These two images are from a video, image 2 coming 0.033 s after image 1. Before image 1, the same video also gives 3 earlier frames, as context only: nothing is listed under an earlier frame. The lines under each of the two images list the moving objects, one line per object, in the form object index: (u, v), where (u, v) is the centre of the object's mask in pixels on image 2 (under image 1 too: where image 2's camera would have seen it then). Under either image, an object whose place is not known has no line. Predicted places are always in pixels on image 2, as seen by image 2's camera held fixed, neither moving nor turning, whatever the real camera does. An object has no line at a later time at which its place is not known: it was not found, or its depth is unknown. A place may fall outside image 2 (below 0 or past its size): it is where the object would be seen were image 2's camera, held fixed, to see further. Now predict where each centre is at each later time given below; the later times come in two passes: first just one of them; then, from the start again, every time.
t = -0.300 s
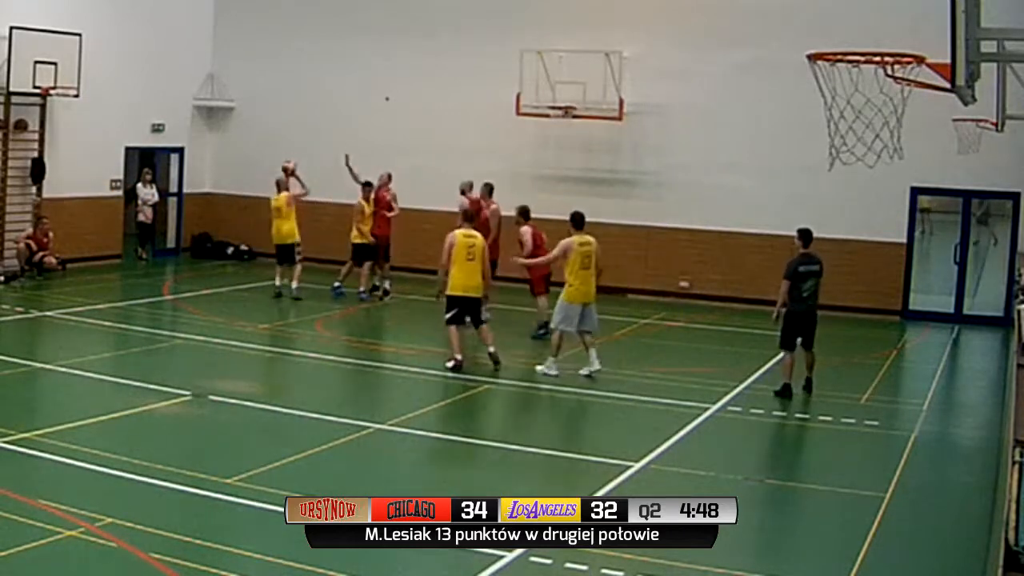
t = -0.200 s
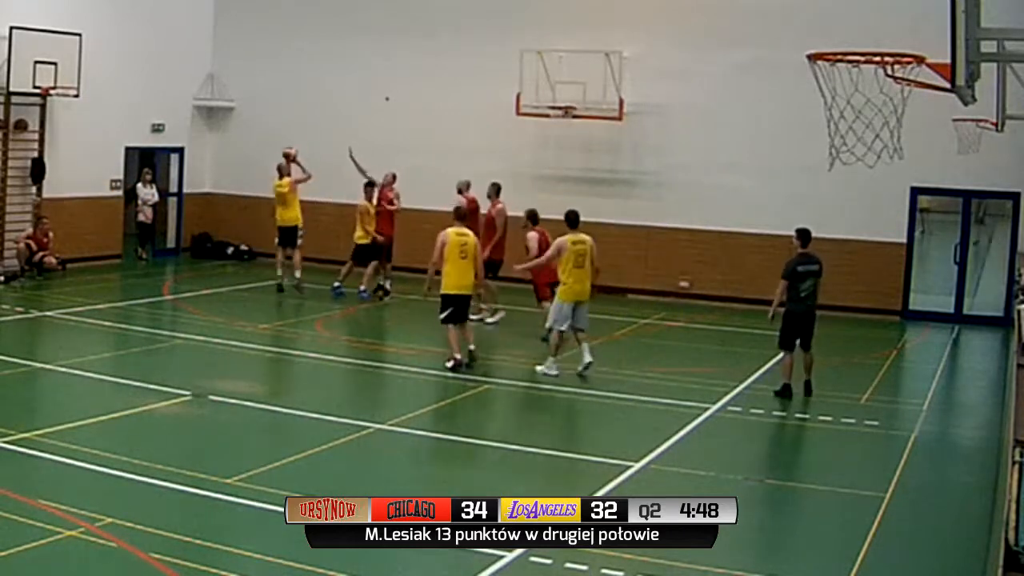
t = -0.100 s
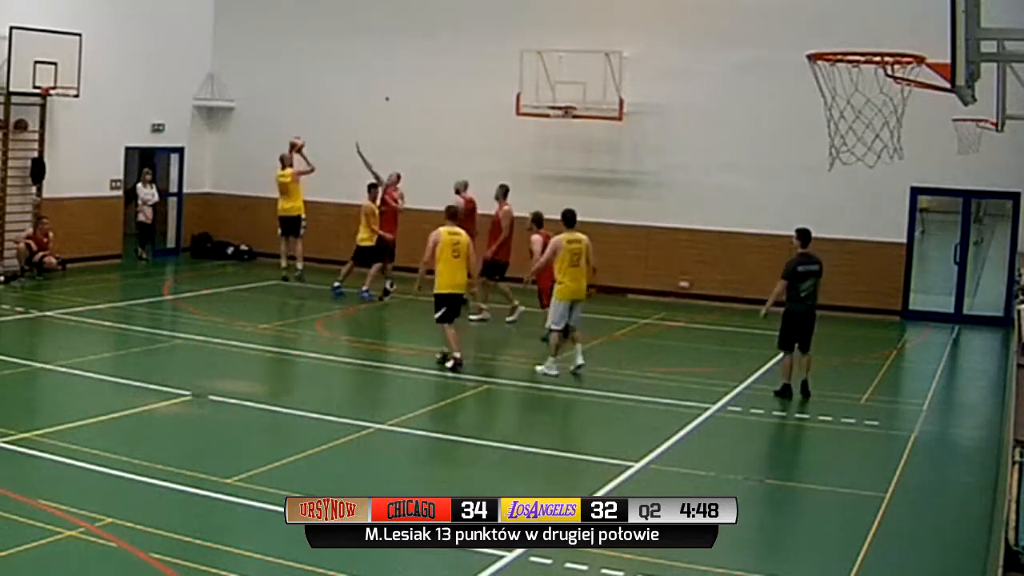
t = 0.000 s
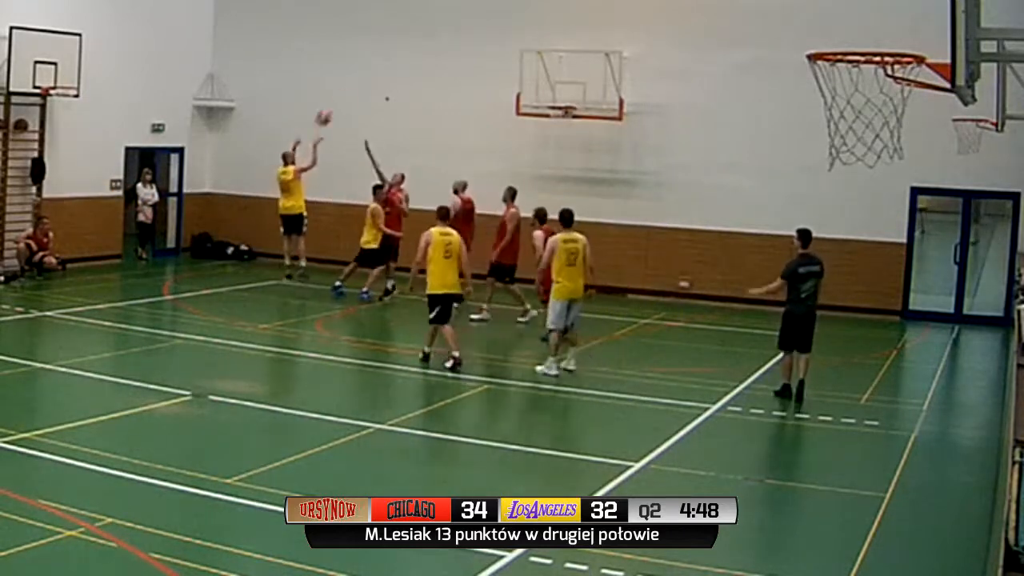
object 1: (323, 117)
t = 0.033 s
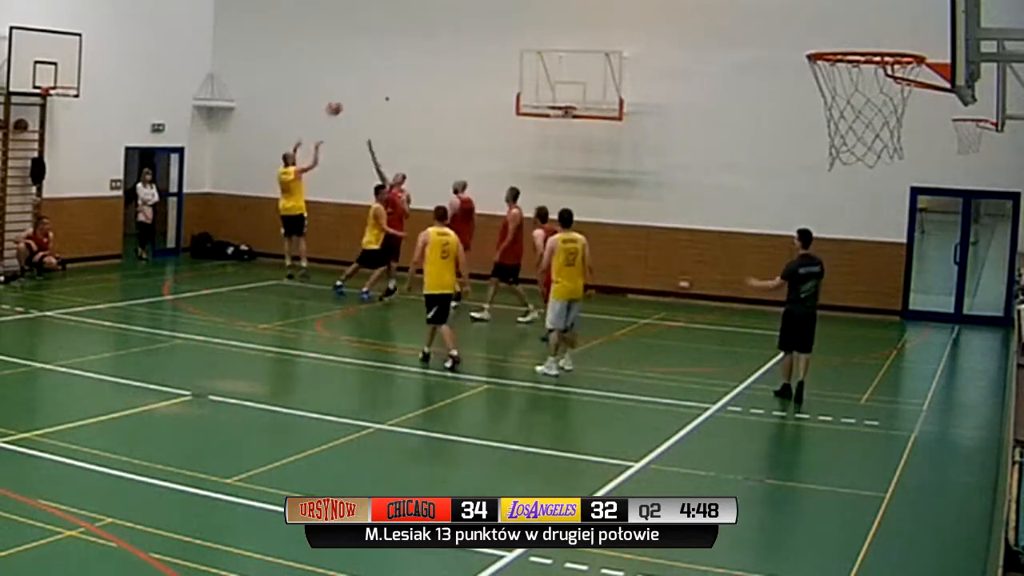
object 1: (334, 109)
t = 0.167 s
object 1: (378, 78)
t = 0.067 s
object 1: (345, 100)
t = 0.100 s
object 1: (356, 92)
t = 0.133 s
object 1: (366, 84)
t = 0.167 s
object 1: (378, 78)
